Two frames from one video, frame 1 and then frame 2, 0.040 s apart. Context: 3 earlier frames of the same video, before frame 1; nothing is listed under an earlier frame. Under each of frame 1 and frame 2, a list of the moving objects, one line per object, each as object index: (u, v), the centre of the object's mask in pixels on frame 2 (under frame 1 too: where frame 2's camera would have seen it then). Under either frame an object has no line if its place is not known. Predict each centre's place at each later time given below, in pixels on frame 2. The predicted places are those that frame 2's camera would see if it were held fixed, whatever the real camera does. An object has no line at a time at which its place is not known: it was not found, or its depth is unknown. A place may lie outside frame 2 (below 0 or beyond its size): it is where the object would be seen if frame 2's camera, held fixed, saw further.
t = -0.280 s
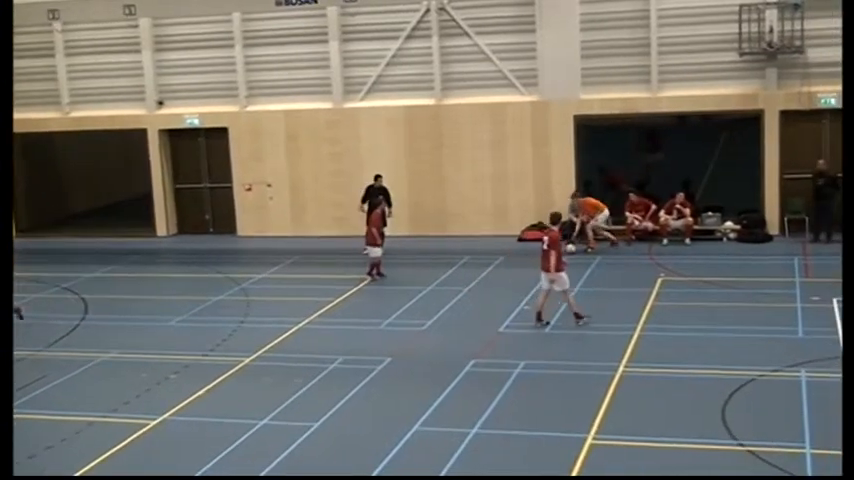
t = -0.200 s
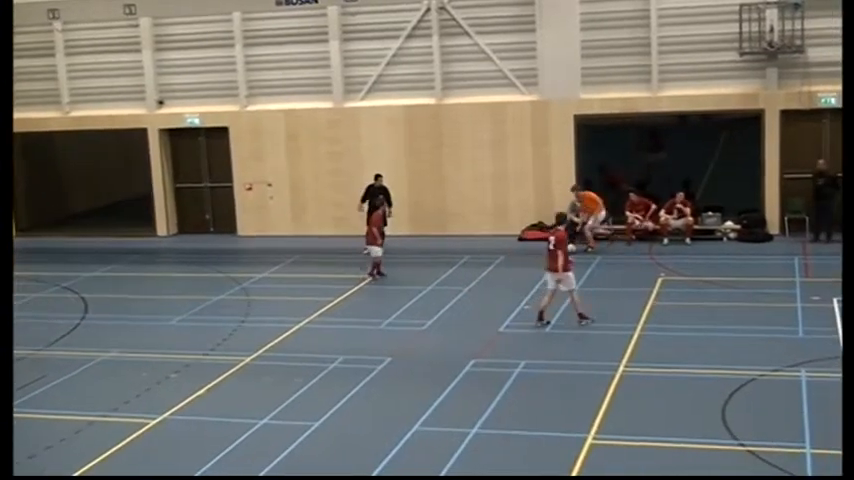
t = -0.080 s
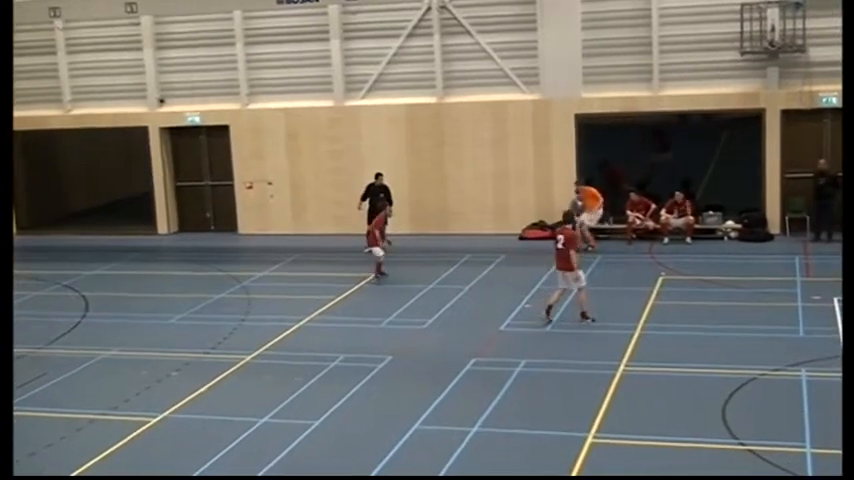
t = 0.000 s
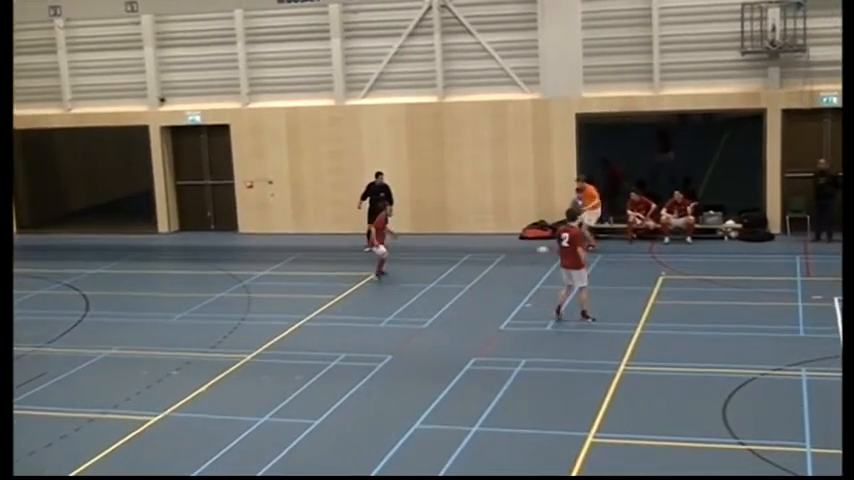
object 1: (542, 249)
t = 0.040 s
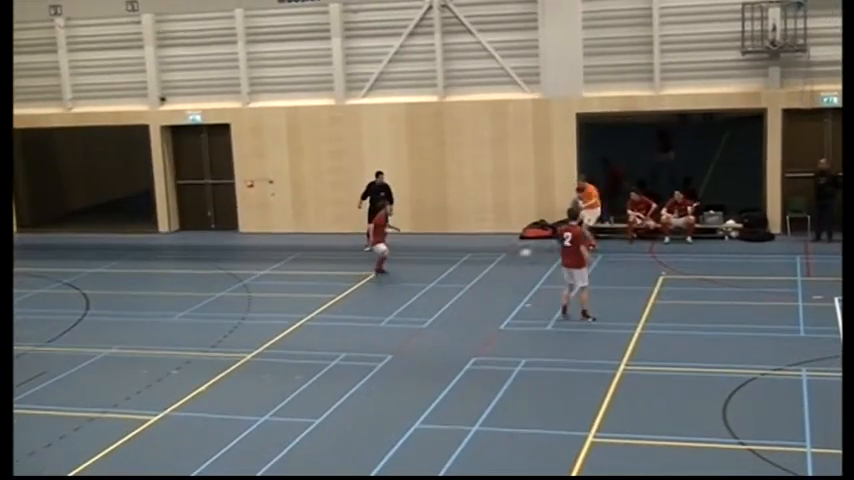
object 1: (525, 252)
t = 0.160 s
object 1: (472, 268)
